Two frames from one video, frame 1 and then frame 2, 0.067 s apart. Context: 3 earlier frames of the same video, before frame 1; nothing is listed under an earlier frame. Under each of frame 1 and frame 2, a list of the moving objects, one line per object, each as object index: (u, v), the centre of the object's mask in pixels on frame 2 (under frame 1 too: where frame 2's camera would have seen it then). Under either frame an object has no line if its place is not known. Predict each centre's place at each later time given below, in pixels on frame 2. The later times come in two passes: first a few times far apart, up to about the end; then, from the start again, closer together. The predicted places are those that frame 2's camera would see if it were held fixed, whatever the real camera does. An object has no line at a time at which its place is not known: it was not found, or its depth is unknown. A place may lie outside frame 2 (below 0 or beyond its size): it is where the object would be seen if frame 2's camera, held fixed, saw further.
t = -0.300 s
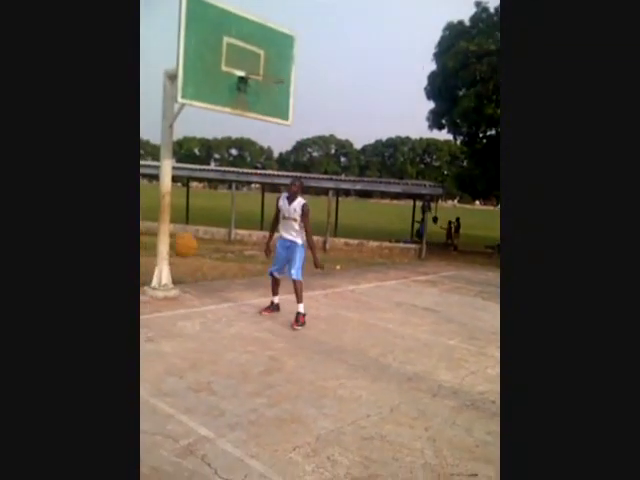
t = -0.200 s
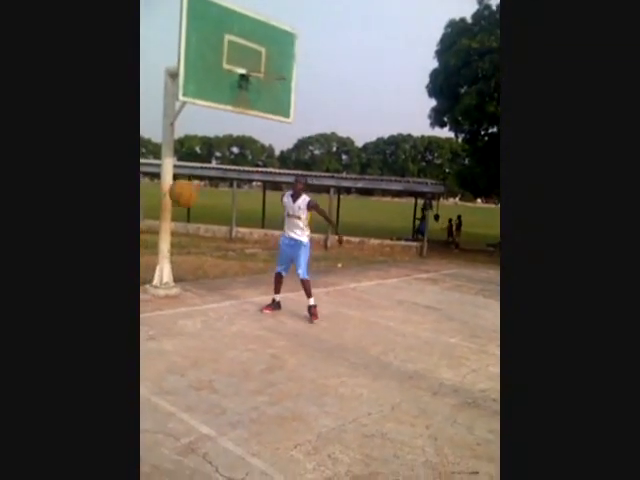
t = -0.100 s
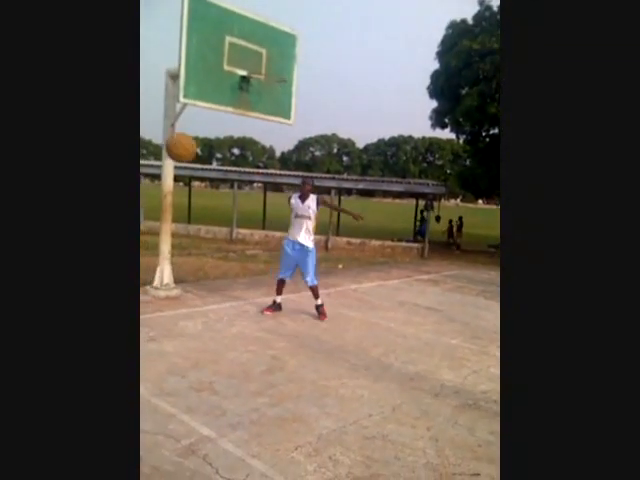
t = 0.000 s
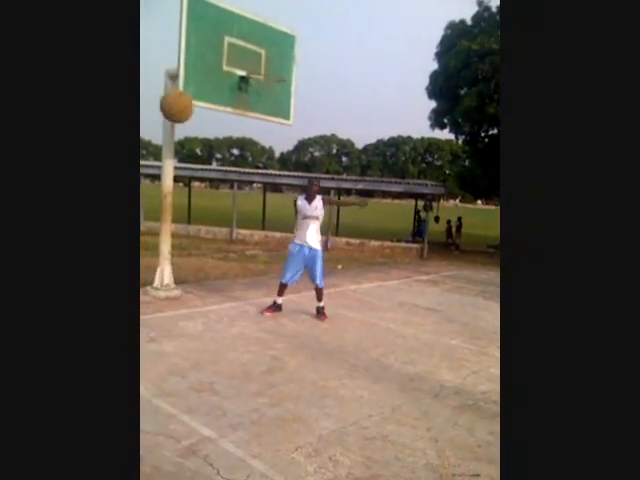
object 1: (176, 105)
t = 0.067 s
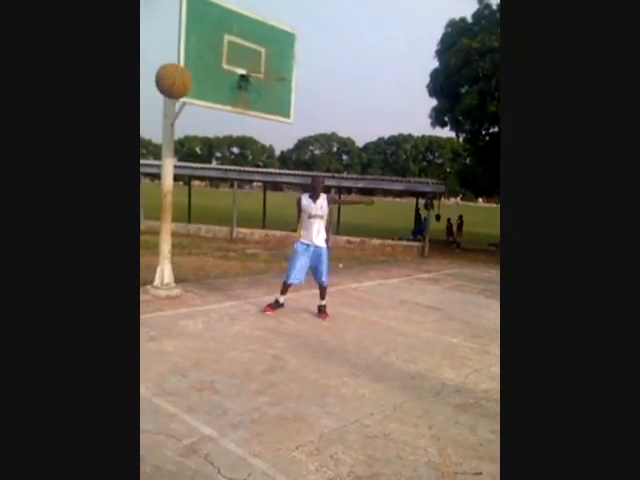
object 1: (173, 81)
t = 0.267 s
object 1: (161, 35)
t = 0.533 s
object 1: (133, 94)
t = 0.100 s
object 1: (172, 70)
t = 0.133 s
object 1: (170, 60)
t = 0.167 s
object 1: (168, 52)
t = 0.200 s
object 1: (166, 45)
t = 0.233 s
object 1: (164, 39)
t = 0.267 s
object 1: (161, 35)
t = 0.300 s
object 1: (159, 33)
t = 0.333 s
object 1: (158, 32)
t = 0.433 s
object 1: (138, 48)
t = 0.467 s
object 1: (139, 56)
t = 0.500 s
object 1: (136, 73)
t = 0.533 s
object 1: (133, 94)
